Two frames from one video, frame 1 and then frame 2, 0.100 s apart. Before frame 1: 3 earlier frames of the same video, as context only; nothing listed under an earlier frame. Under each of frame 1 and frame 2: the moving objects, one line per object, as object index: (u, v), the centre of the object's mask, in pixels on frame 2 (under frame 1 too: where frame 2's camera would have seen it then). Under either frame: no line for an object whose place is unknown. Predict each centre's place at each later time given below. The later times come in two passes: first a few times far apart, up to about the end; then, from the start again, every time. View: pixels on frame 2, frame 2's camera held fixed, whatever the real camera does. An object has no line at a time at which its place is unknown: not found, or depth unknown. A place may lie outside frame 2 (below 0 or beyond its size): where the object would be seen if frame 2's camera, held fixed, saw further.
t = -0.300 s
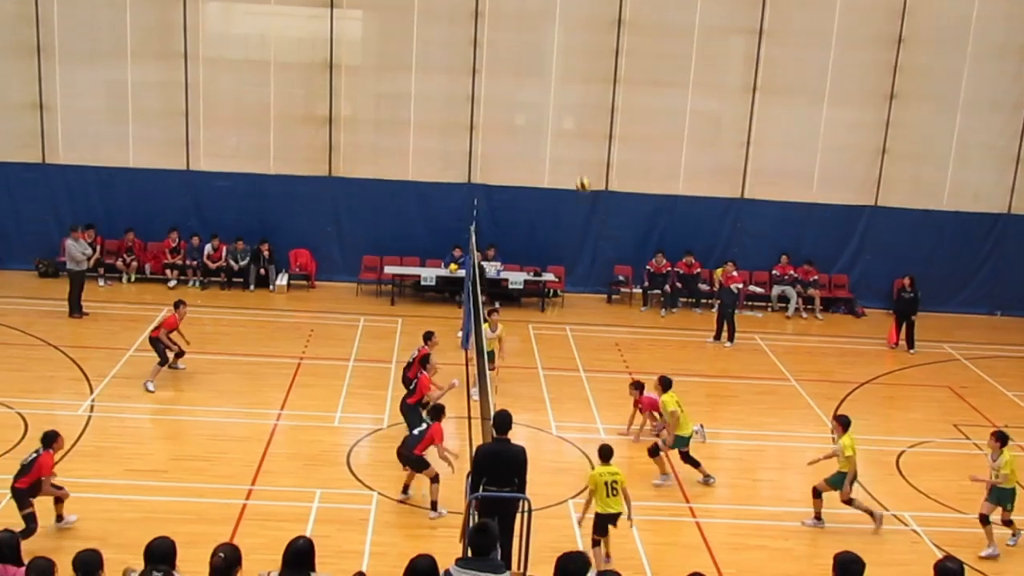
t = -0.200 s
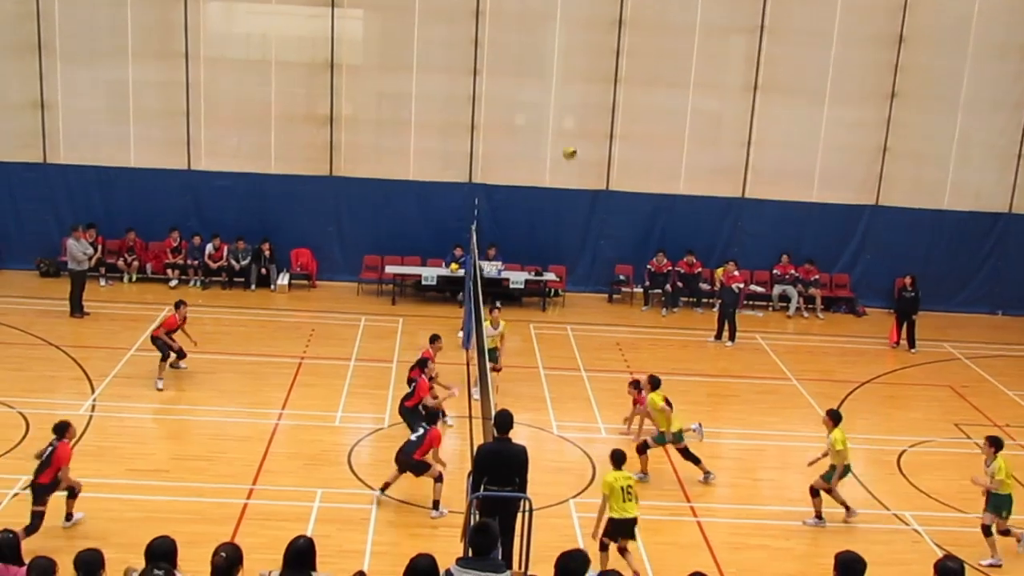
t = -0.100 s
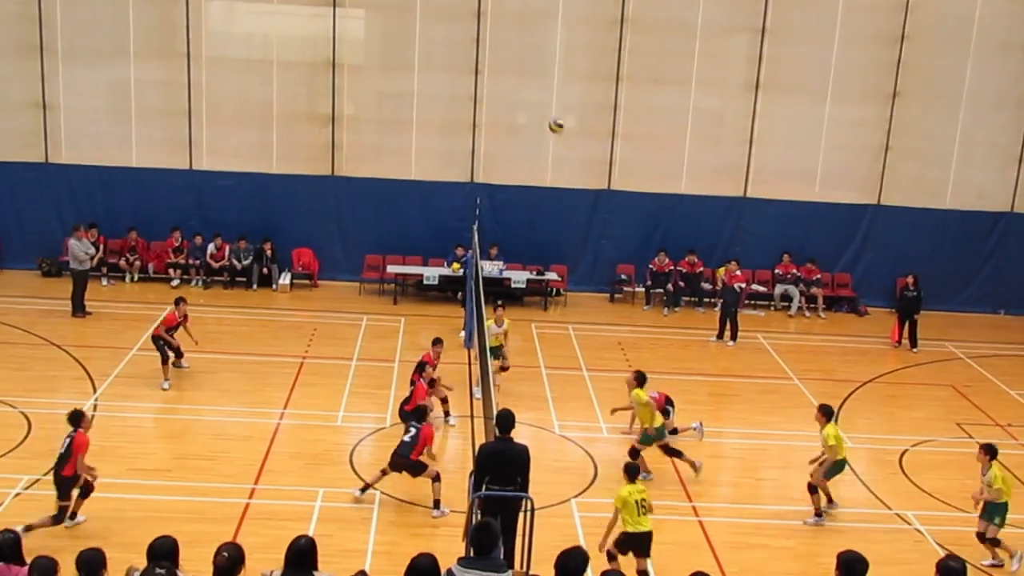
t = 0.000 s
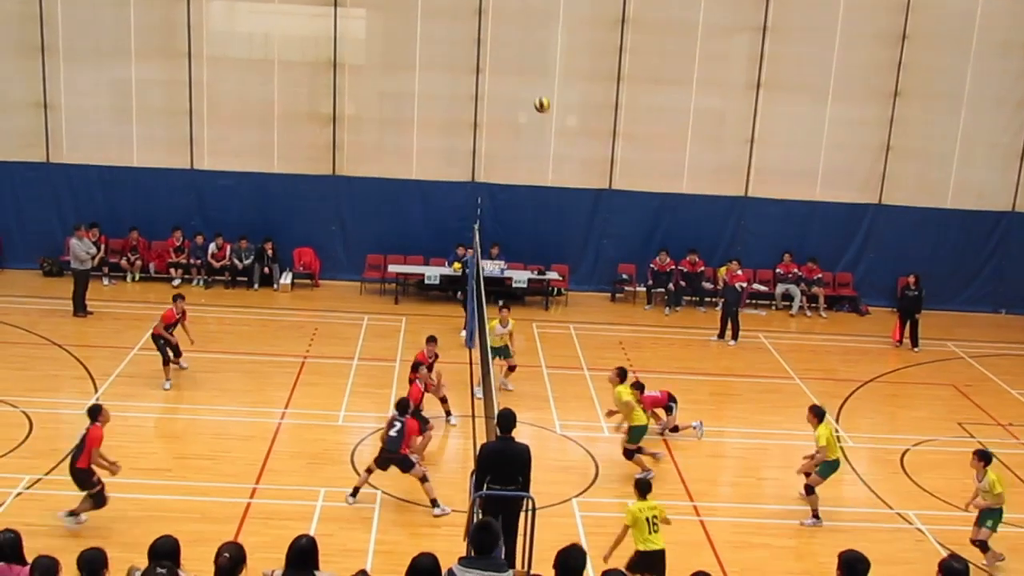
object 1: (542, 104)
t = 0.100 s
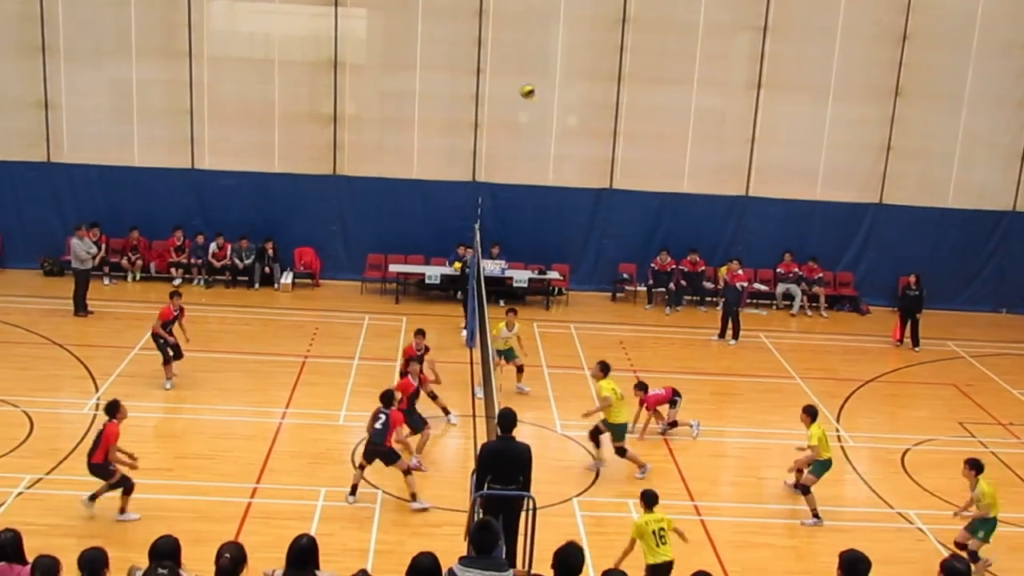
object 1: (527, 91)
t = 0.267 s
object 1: (499, 85)
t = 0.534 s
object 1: (453, 115)
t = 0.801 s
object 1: (405, 196)
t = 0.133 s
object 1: (521, 88)
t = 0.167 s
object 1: (516, 86)
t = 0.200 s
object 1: (510, 85)
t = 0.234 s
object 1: (505, 84)
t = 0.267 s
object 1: (499, 85)
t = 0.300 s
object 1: (494, 85)
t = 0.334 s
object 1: (488, 87)
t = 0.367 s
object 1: (483, 90)
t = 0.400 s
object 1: (477, 93)
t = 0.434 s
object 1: (471, 98)
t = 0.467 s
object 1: (465, 102)
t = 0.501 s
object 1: (459, 108)
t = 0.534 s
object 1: (453, 115)
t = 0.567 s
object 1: (448, 123)
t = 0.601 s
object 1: (441, 130)
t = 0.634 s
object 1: (435, 139)
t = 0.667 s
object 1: (428, 150)
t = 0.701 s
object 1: (423, 161)
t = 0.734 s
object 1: (417, 171)
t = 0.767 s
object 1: (411, 183)
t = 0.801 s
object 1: (405, 196)
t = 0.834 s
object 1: (397, 210)
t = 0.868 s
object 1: (391, 223)
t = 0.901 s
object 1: (385, 238)
